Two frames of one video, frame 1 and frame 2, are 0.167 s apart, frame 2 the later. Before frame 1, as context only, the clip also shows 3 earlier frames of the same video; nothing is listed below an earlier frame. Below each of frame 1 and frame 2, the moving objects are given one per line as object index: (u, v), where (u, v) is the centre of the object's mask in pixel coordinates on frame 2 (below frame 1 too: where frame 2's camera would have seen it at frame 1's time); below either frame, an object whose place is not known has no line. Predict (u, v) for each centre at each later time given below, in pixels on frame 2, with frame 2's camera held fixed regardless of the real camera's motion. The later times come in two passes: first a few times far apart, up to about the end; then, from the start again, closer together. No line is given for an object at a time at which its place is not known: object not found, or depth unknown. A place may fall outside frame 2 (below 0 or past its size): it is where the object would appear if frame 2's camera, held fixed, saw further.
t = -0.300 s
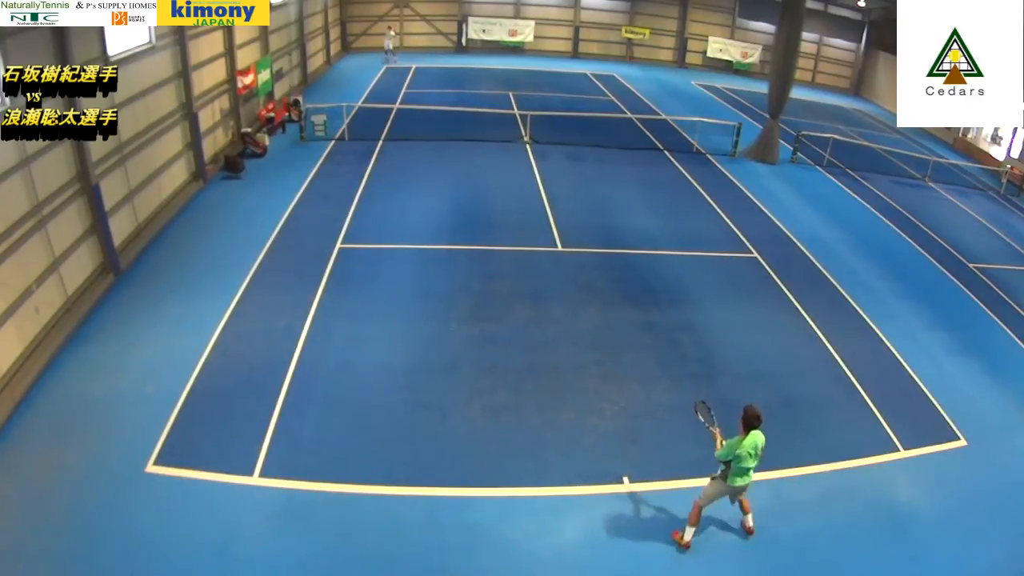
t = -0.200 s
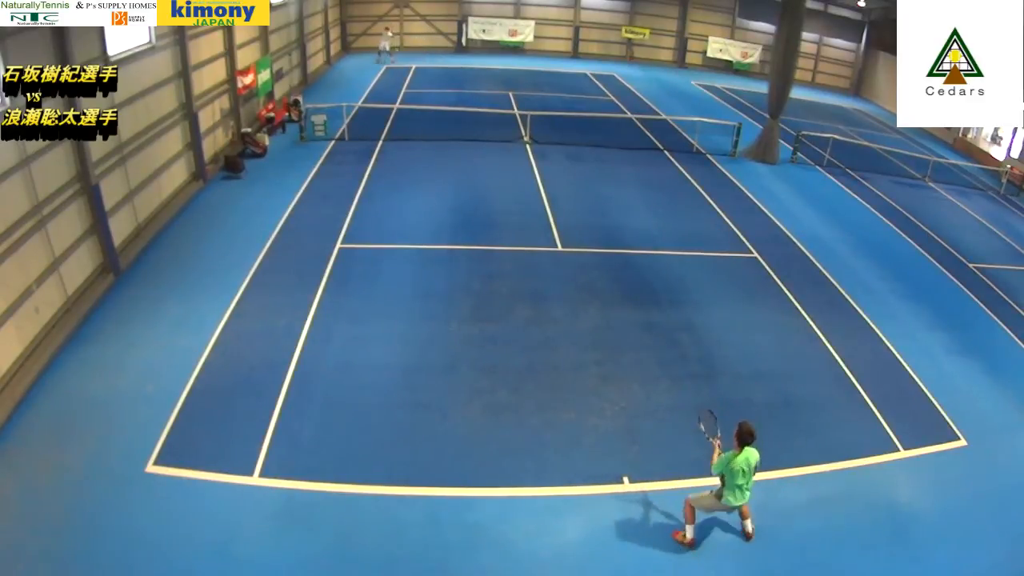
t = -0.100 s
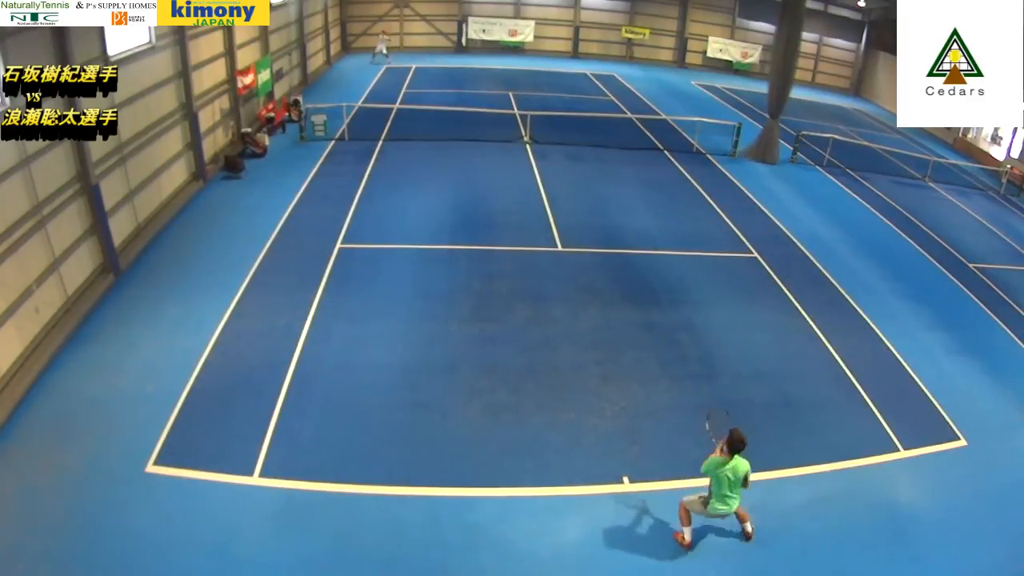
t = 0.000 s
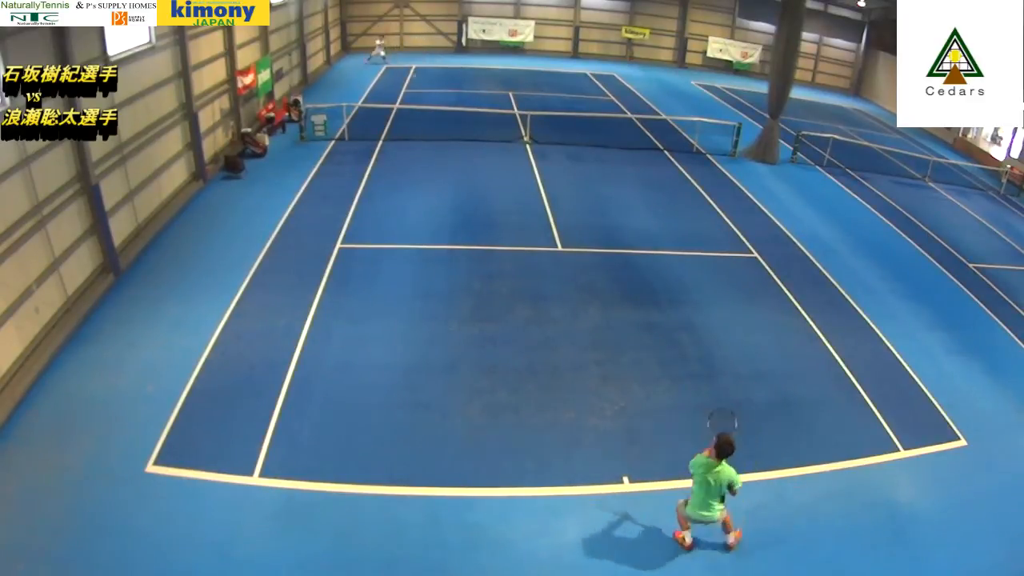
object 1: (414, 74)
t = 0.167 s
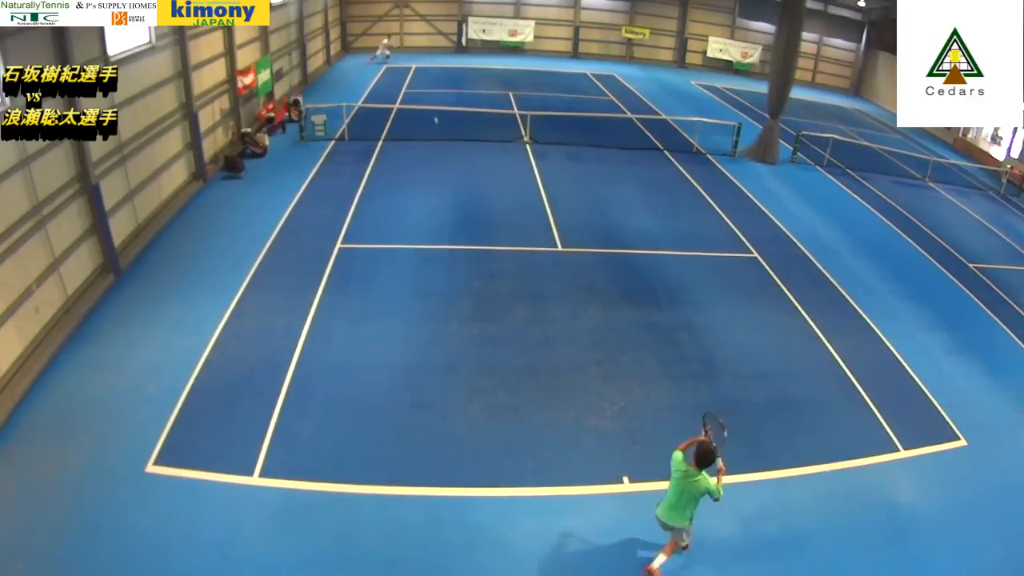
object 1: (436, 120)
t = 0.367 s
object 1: (473, 218)
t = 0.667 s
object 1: (549, 316)
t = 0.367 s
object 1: (473, 218)
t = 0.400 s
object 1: (481, 240)
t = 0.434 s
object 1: (489, 264)
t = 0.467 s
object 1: (496, 268)
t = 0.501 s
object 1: (503, 273)
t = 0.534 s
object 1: (511, 278)
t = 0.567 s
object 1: (520, 286)
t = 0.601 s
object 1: (529, 295)
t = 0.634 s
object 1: (539, 305)
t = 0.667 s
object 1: (549, 316)
